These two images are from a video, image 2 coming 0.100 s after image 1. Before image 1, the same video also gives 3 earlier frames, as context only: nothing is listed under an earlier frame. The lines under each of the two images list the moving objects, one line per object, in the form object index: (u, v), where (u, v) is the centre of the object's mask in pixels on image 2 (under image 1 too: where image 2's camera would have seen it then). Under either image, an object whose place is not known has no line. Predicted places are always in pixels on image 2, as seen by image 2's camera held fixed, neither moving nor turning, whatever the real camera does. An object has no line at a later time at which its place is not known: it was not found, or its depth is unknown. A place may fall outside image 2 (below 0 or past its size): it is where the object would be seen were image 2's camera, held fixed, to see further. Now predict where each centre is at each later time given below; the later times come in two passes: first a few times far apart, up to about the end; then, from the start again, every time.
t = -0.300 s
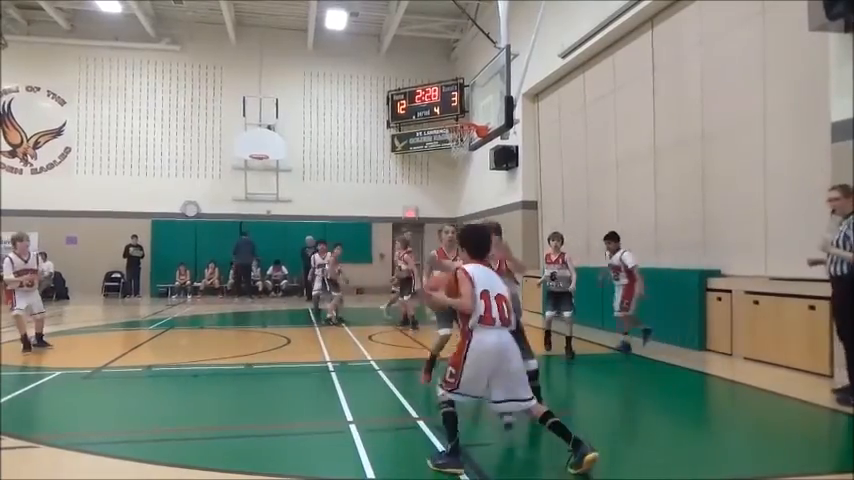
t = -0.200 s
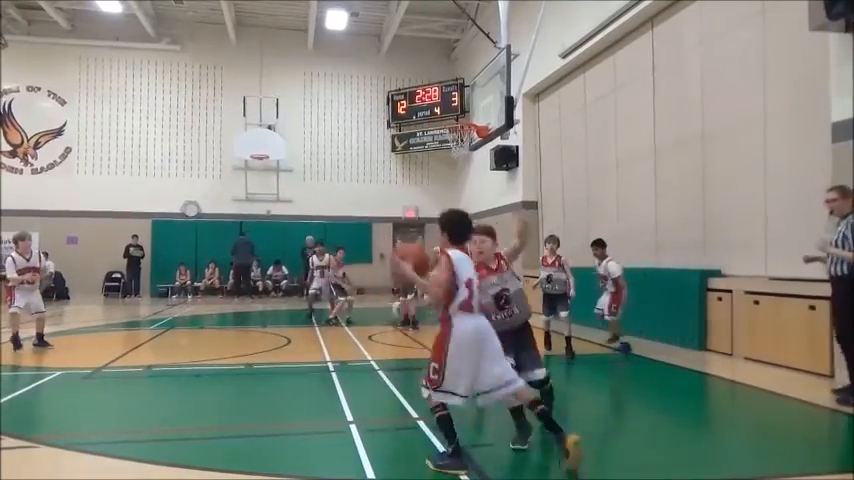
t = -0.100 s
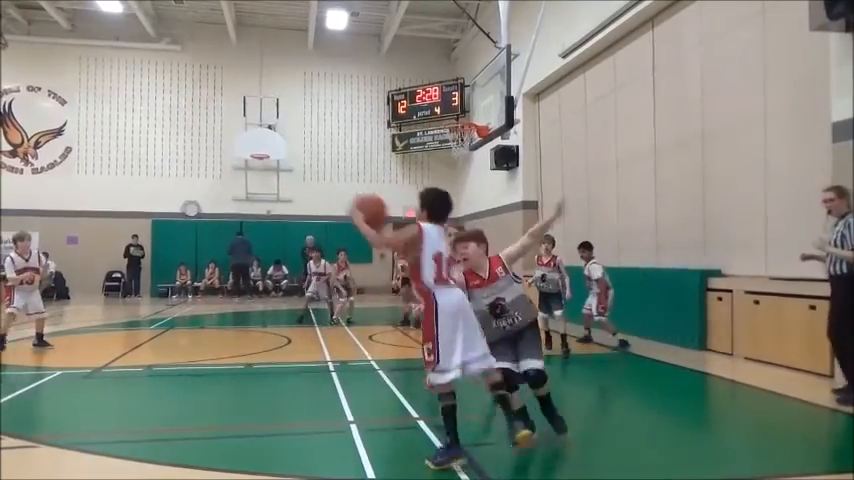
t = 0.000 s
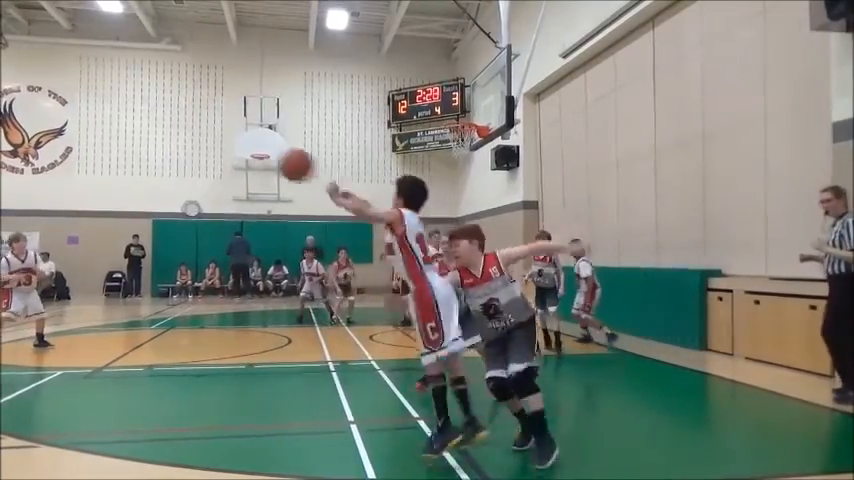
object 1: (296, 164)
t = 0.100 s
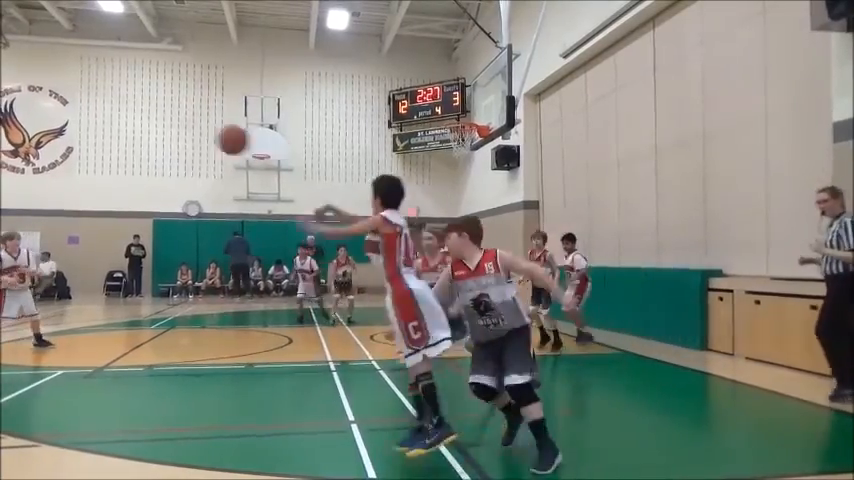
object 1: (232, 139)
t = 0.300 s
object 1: (136, 136)
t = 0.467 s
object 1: (75, 164)
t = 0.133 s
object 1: (214, 135)
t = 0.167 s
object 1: (196, 132)
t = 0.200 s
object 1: (180, 131)
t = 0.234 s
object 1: (164, 132)
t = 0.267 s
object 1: (150, 133)
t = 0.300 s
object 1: (136, 136)
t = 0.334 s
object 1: (122, 139)
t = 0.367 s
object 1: (109, 144)
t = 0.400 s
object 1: (97, 150)
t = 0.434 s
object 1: (85, 157)
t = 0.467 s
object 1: (75, 164)
